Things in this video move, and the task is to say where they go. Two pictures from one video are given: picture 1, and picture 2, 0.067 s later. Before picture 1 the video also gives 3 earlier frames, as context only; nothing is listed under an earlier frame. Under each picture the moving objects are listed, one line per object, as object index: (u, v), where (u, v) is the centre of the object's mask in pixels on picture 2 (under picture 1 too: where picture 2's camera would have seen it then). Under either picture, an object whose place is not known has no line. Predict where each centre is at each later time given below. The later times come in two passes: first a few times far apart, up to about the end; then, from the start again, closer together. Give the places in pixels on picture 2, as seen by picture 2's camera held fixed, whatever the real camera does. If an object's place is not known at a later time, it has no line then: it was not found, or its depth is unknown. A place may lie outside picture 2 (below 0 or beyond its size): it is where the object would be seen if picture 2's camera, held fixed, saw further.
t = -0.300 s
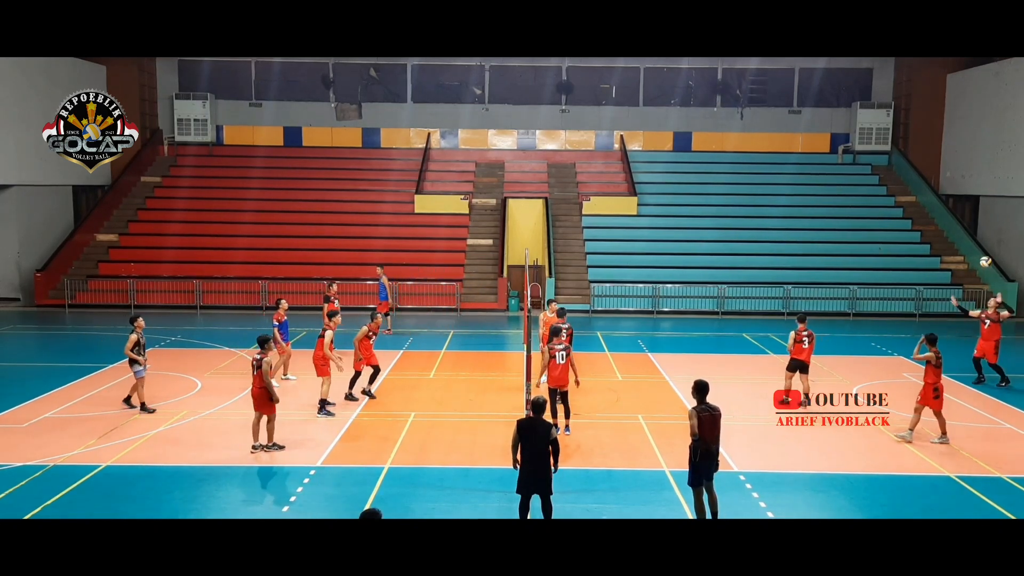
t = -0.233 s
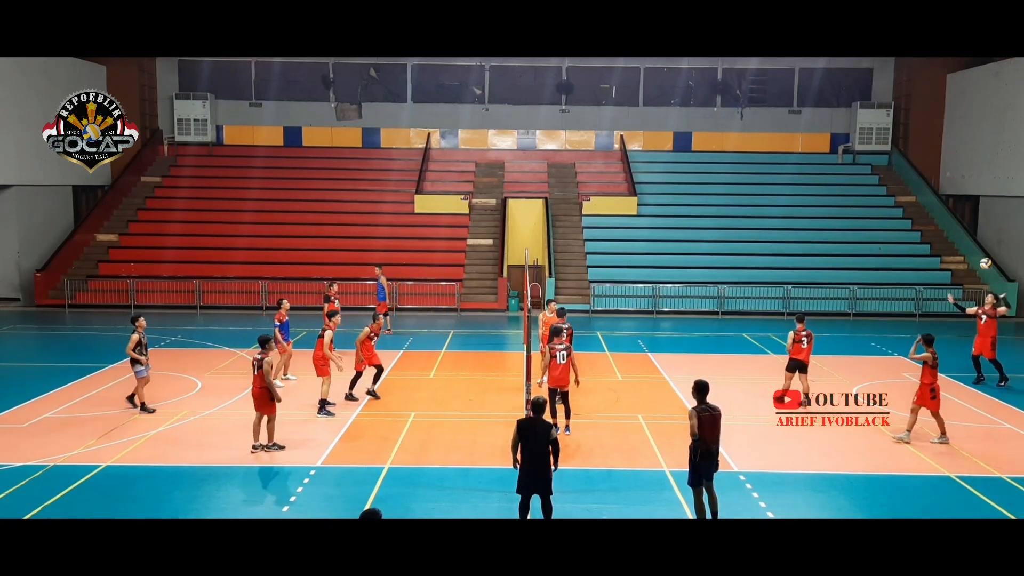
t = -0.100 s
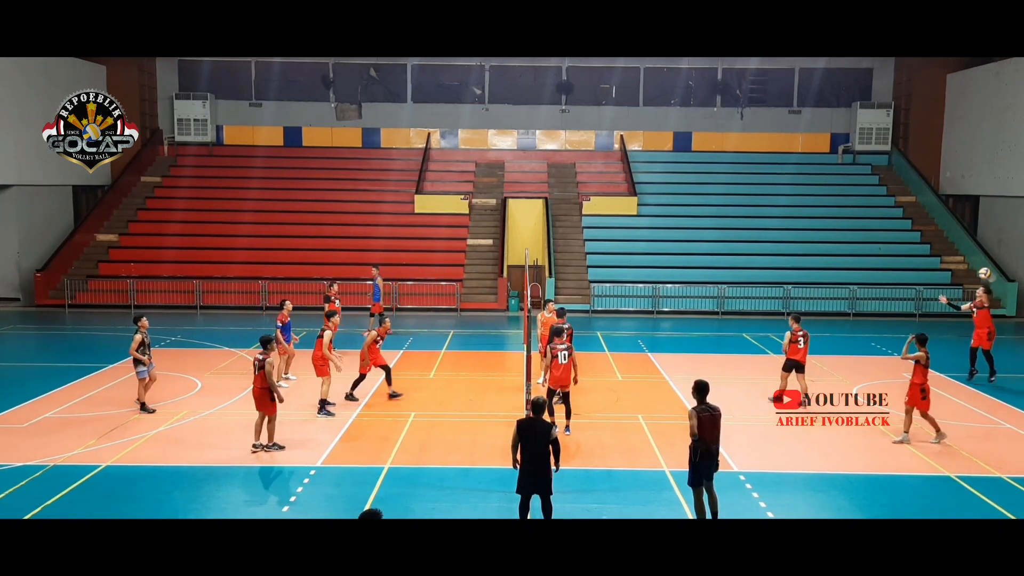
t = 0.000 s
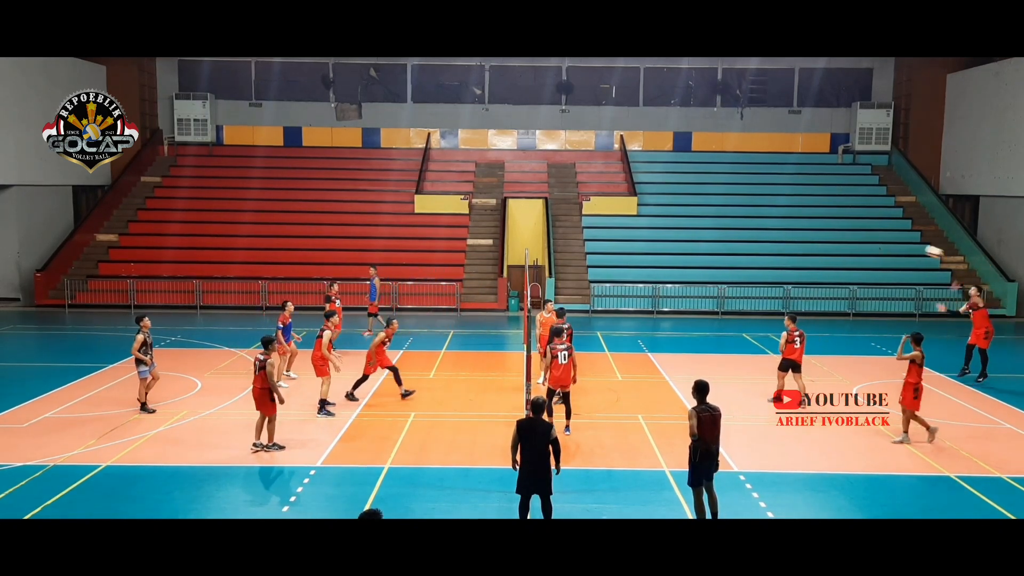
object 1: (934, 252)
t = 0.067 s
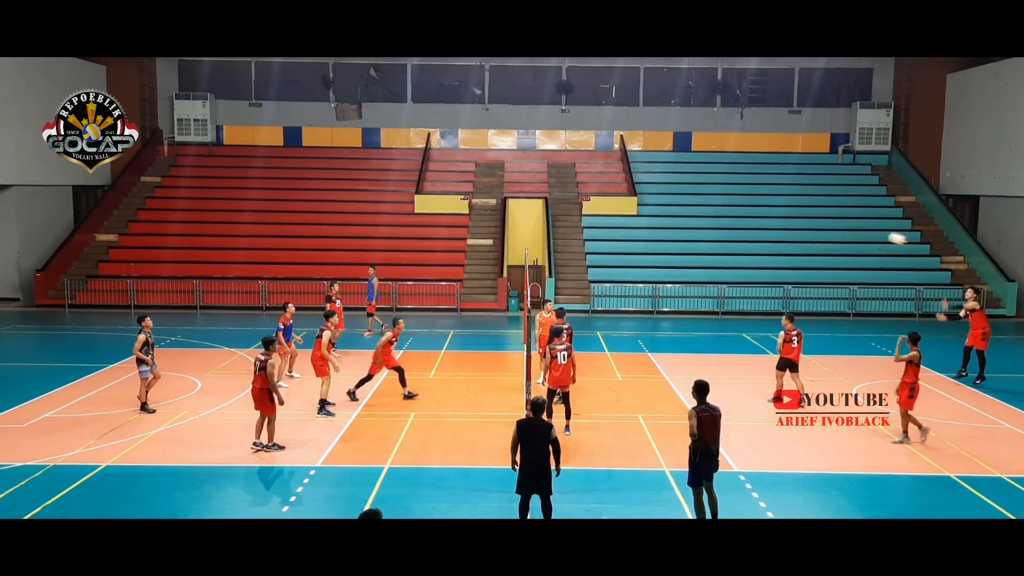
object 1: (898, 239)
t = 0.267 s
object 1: (785, 210)
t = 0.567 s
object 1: (612, 203)
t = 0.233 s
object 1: (804, 213)
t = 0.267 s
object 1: (785, 210)
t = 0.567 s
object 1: (612, 203)
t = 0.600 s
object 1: (593, 206)
